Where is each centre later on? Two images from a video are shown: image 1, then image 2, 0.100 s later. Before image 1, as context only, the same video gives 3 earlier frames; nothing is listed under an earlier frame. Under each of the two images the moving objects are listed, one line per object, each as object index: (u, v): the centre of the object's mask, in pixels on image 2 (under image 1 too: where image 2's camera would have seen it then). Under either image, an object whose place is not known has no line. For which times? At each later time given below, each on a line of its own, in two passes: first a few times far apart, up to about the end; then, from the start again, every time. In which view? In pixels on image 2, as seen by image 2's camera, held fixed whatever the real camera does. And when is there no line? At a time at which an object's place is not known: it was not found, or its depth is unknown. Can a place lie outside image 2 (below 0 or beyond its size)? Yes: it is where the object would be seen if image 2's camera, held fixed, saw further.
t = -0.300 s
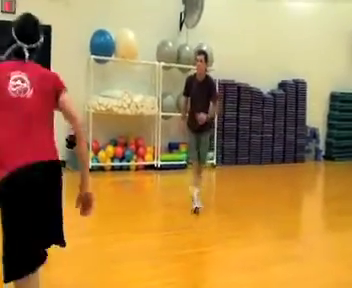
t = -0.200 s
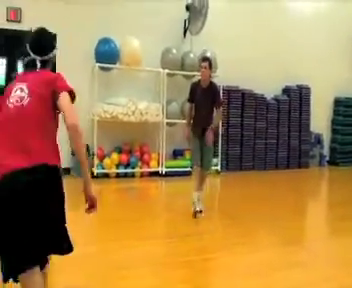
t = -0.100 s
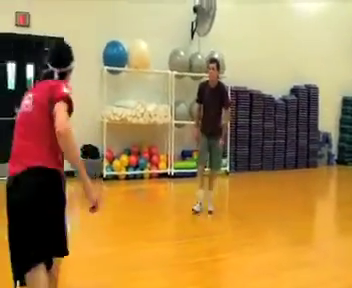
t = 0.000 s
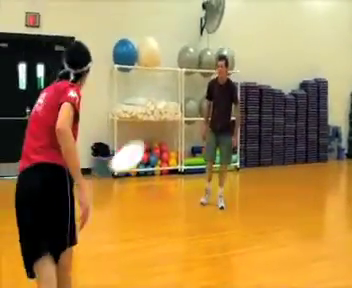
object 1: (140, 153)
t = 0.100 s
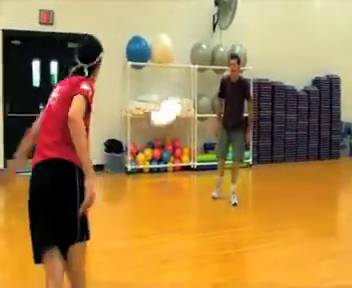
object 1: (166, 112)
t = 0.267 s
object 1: (192, 82)
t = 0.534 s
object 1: (214, 82)
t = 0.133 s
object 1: (172, 103)
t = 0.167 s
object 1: (178, 96)
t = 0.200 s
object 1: (184, 89)
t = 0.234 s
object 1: (188, 86)
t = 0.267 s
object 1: (192, 82)
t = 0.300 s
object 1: (197, 80)
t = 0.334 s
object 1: (199, 78)
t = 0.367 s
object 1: (203, 77)
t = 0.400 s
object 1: (206, 77)
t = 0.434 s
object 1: (208, 77)
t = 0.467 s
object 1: (211, 79)
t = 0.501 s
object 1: (213, 80)
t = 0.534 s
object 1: (214, 82)
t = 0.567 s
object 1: (216, 84)
